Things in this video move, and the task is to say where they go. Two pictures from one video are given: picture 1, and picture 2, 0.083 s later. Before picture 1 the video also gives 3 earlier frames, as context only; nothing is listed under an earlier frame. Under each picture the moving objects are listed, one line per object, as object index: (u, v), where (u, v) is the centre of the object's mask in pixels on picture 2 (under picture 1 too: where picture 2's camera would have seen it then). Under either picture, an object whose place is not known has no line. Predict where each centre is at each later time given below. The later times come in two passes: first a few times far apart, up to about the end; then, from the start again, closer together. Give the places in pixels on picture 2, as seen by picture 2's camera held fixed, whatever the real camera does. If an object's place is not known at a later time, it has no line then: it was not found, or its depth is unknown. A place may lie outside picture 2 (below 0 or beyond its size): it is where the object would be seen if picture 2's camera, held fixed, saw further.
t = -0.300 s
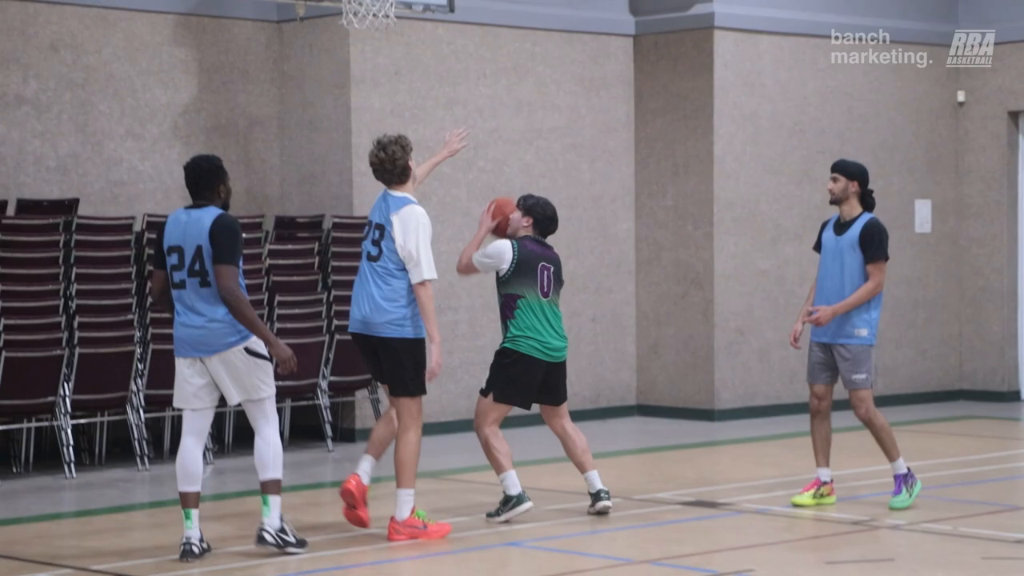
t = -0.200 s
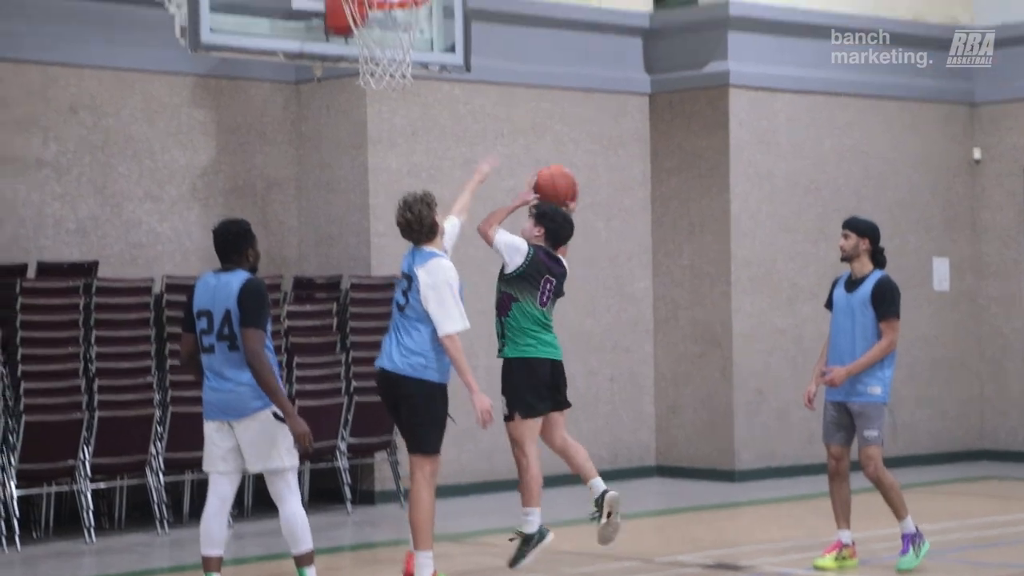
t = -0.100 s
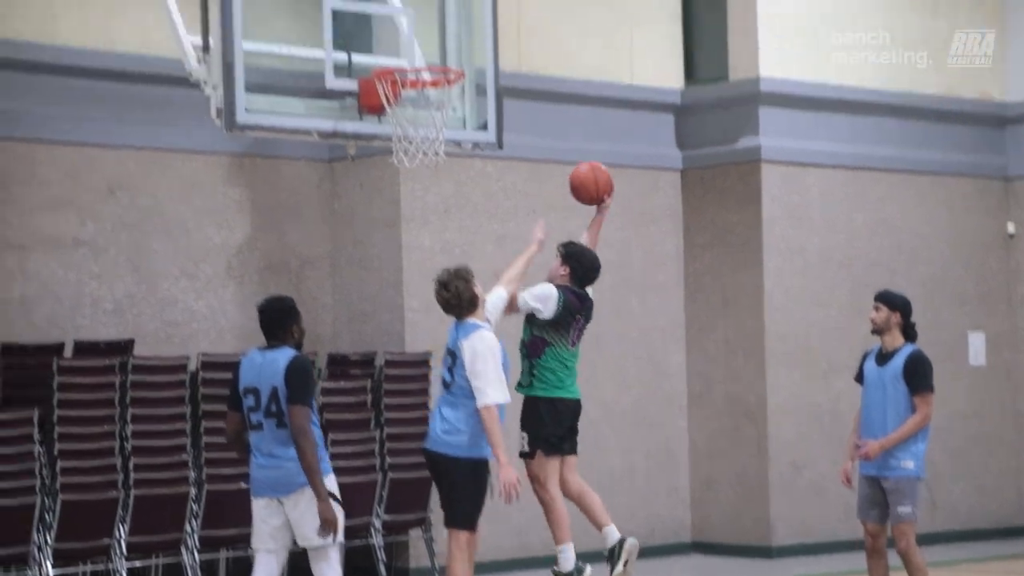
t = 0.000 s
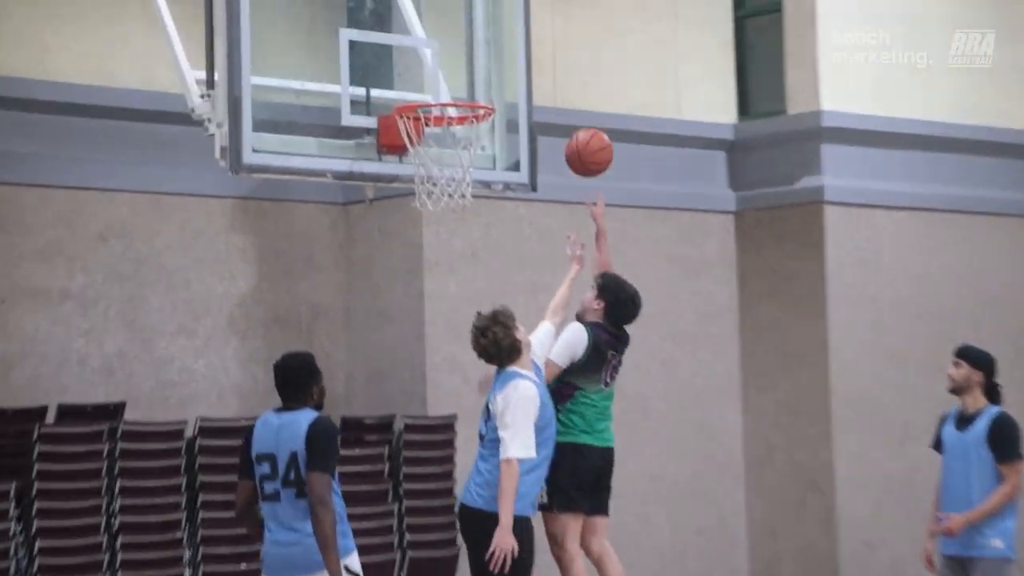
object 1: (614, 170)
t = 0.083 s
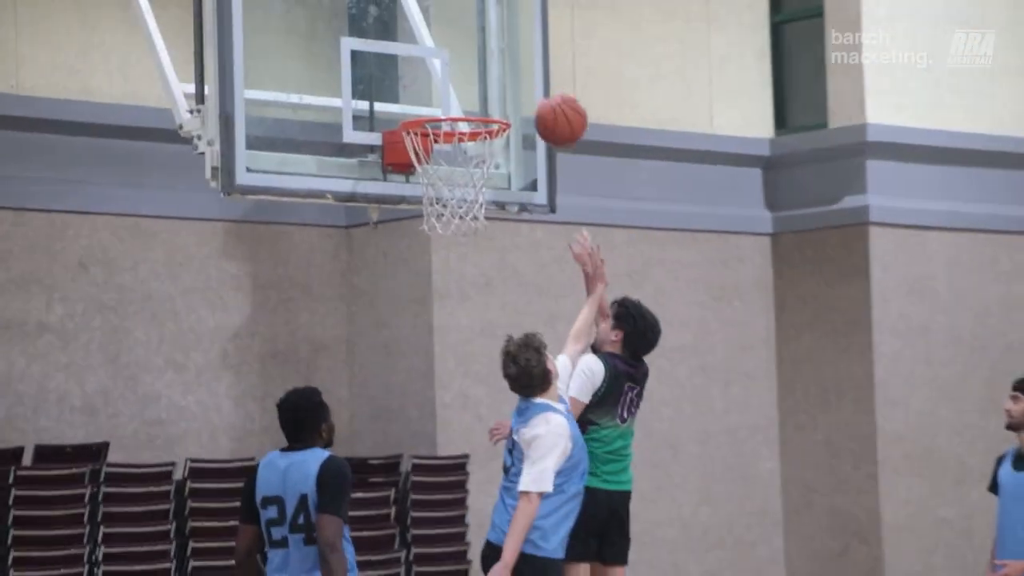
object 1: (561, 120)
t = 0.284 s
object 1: (445, 58)
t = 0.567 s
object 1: (467, 125)
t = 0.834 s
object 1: (455, 252)
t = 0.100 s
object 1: (552, 113)
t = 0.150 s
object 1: (521, 91)
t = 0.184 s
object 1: (502, 79)
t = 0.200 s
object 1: (491, 73)
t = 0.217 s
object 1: (481, 69)
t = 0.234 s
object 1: (471, 65)
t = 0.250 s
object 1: (460, 62)
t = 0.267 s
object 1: (450, 59)
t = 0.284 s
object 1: (445, 58)
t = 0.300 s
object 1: (445, 57)
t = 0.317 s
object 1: (444, 58)
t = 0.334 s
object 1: (443, 58)
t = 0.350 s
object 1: (443, 60)
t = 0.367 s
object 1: (442, 64)
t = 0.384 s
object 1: (441, 67)
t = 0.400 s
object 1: (440, 71)
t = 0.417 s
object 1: (440, 74)
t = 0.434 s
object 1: (439, 78)
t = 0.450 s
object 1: (439, 84)
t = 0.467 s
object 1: (438, 89)
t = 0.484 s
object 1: (437, 94)
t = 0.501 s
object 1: (436, 98)
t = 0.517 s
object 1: (439, 101)
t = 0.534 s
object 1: (450, 113)
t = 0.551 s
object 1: (458, 120)
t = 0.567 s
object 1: (467, 125)
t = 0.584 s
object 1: (473, 130)
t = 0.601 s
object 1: (484, 136)
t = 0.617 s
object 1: (488, 141)
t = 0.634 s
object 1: (486, 145)
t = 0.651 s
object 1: (483, 151)
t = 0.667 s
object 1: (479, 159)
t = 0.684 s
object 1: (476, 167)
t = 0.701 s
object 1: (474, 173)
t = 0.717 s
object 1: (472, 180)
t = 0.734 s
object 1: (468, 190)
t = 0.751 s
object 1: (466, 200)
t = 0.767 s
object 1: (463, 210)
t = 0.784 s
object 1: (462, 220)
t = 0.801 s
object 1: (459, 231)
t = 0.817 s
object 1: (457, 243)
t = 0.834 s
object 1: (455, 252)
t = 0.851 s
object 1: (452, 263)
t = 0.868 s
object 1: (449, 276)
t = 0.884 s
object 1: (447, 289)
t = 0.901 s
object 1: (444, 304)
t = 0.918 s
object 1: (442, 319)
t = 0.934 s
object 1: (439, 335)
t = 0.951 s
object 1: (437, 351)
